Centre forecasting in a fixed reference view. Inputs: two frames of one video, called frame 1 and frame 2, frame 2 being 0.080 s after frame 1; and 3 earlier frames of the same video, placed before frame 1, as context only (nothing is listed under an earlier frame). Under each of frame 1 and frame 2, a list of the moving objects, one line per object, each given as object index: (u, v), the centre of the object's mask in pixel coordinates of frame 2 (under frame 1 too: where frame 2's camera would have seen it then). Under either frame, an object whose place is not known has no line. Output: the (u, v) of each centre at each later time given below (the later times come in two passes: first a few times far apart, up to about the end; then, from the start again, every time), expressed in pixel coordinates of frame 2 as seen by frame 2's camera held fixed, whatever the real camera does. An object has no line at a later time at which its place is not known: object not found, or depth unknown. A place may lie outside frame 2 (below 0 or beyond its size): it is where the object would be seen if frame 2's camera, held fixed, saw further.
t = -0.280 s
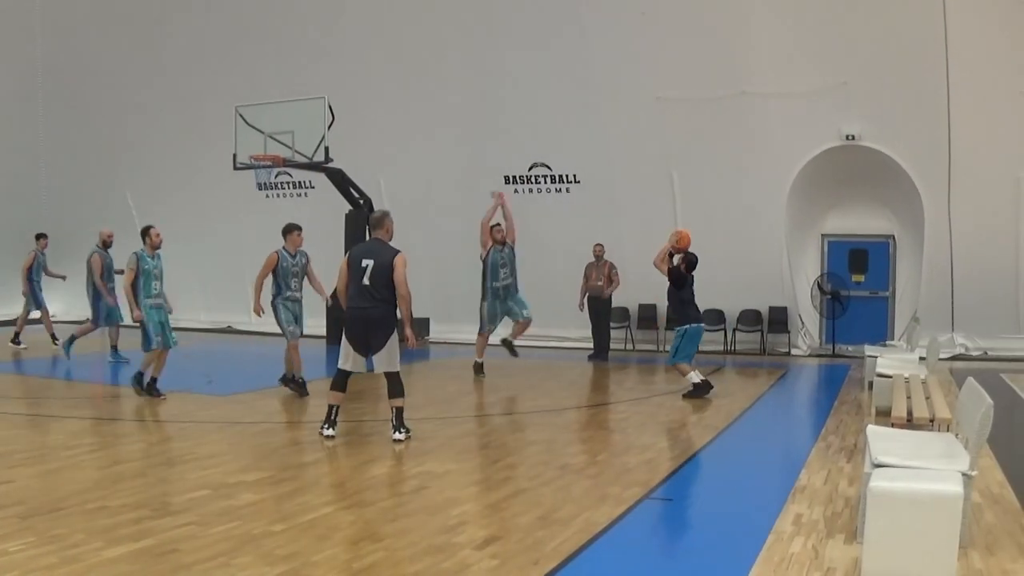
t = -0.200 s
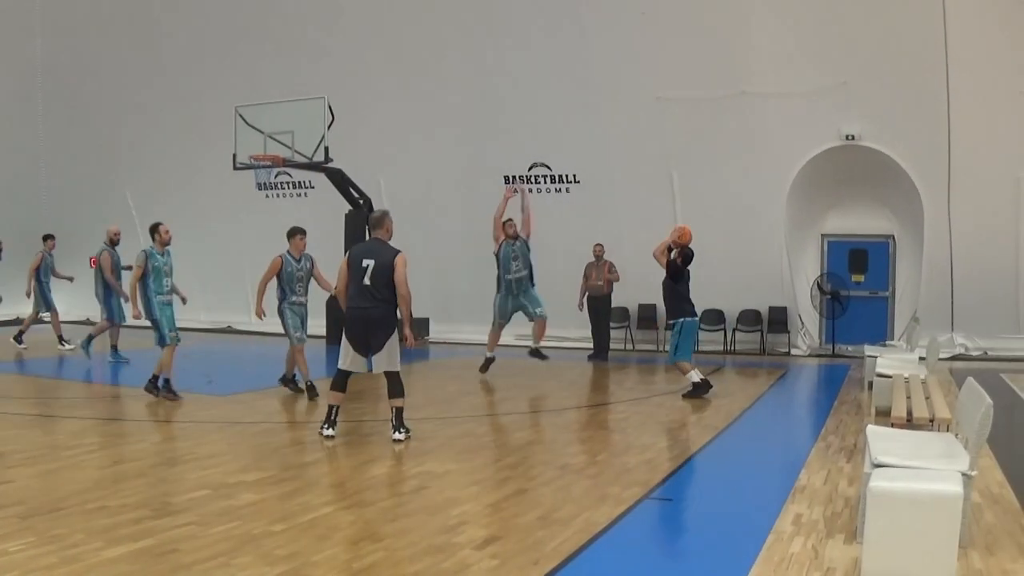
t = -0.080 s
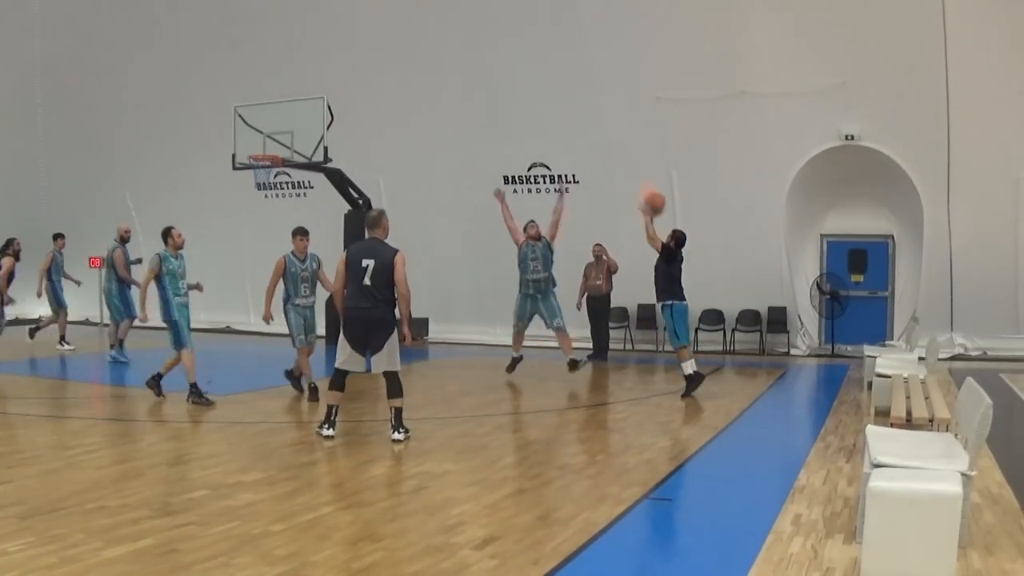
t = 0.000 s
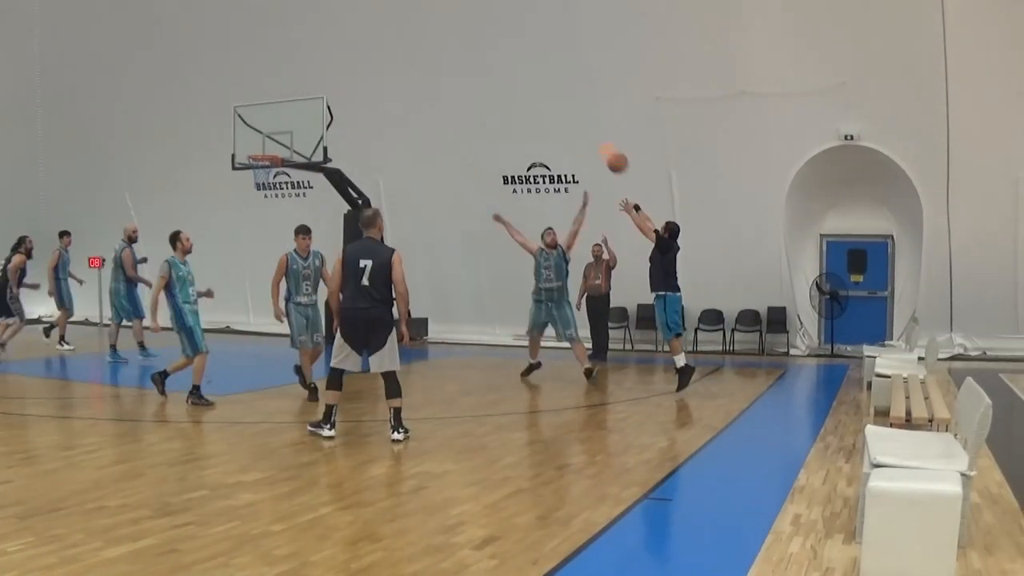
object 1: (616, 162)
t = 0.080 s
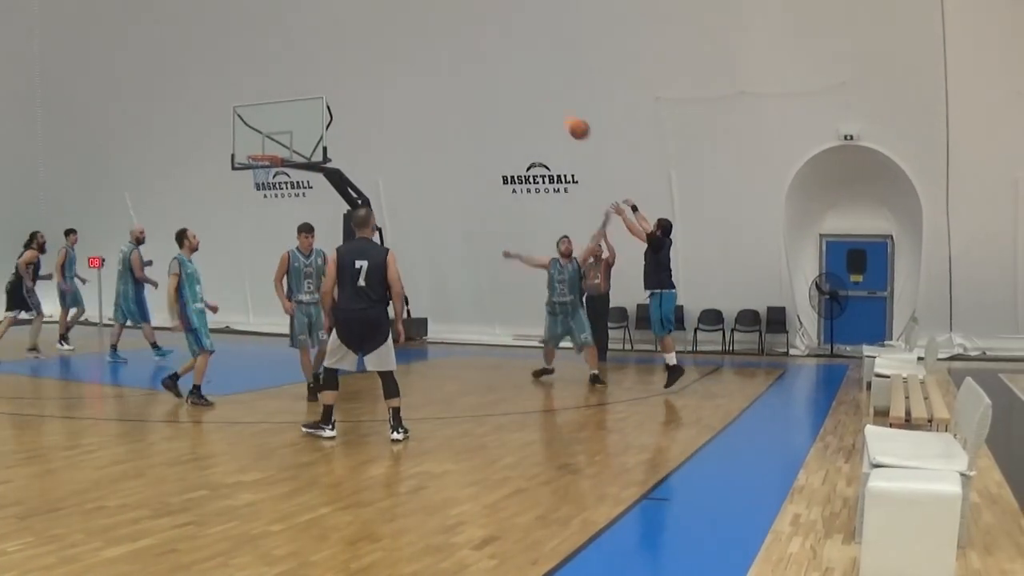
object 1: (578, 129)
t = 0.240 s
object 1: (509, 83)
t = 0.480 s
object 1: (419, 57)
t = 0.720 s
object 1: (341, 74)
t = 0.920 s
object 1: (284, 114)
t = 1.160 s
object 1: (254, 128)
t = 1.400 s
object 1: (256, 103)
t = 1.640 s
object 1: (248, 112)
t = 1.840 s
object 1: (241, 147)
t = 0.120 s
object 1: (560, 114)
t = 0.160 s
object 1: (543, 102)
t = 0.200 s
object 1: (526, 92)
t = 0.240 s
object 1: (509, 83)
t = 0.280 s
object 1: (493, 75)
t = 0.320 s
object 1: (477, 69)
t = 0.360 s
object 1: (462, 64)
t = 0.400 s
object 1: (447, 60)
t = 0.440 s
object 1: (433, 58)
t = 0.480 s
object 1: (419, 57)
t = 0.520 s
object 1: (405, 57)
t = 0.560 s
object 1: (392, 59)
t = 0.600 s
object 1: (378, 60)
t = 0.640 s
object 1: (366, 64)
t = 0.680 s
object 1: (353, 68)
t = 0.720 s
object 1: (341, 74)
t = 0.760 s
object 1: (329, 80)
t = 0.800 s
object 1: (317, 87)
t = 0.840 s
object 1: (306, 95)
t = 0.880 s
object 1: (294, 105)
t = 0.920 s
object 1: (284, 114)
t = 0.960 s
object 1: (273, 125)
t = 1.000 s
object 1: (263, 136)
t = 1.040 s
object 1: (253, 148)
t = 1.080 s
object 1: (251, 144)
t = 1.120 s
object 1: (252, 135)
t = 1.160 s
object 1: (254, 128)
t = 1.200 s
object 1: (254, 121)
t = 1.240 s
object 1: (255, 115)
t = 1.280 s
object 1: (256, 111)
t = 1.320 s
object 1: (257, 107)
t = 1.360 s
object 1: (257, 105)
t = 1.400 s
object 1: (256, 103)
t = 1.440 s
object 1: (255, 102)
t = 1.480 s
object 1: (253, 102)
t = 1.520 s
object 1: (252, 103)
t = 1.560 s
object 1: (251, 105)
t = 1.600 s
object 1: (249, 108)
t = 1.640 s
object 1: (248, 112)
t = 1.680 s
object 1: (247, 117)
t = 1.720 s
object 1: (245, 123)
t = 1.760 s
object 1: (244, 130)
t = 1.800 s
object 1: (242, 138)
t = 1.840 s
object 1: (241, 147)
